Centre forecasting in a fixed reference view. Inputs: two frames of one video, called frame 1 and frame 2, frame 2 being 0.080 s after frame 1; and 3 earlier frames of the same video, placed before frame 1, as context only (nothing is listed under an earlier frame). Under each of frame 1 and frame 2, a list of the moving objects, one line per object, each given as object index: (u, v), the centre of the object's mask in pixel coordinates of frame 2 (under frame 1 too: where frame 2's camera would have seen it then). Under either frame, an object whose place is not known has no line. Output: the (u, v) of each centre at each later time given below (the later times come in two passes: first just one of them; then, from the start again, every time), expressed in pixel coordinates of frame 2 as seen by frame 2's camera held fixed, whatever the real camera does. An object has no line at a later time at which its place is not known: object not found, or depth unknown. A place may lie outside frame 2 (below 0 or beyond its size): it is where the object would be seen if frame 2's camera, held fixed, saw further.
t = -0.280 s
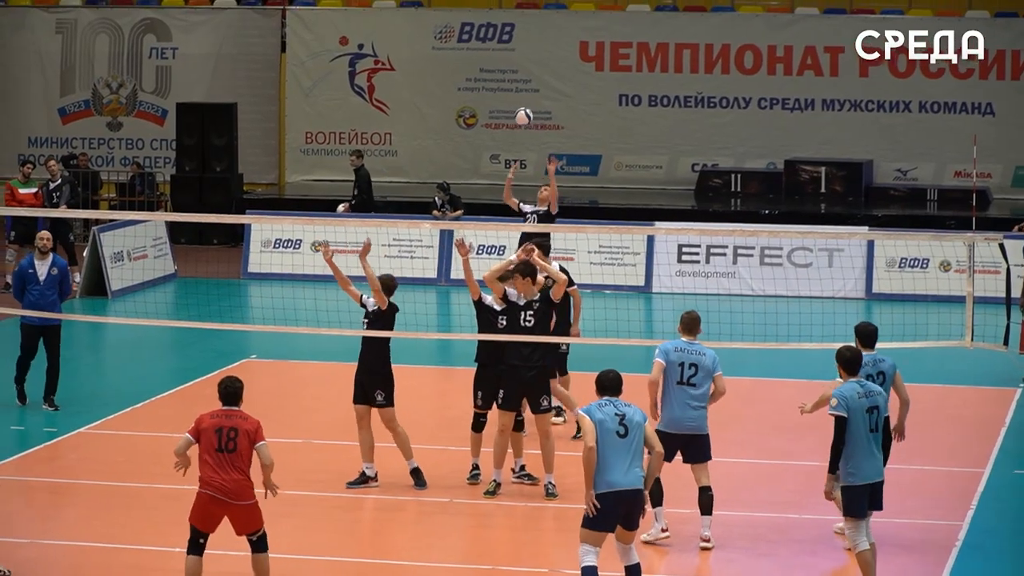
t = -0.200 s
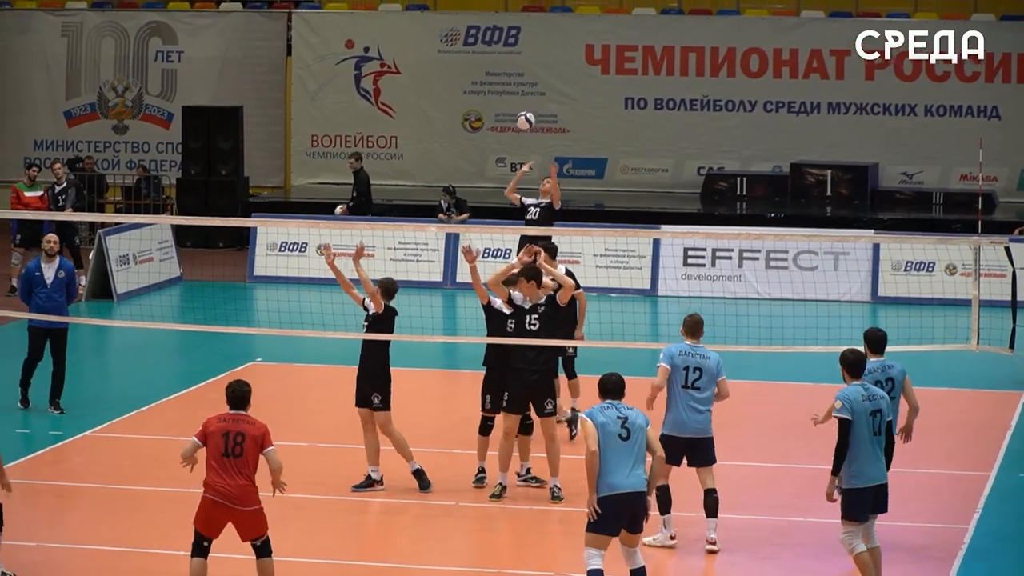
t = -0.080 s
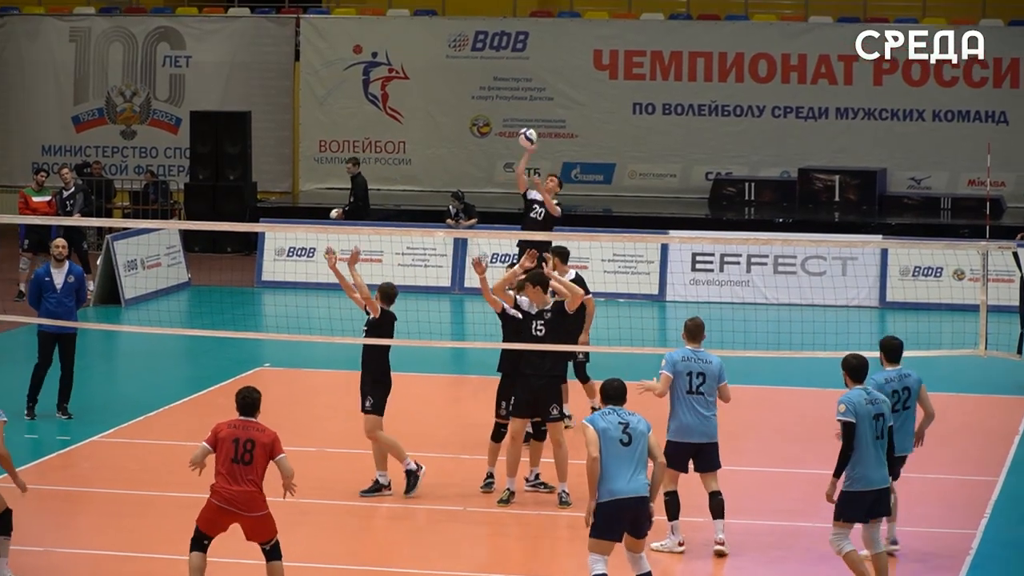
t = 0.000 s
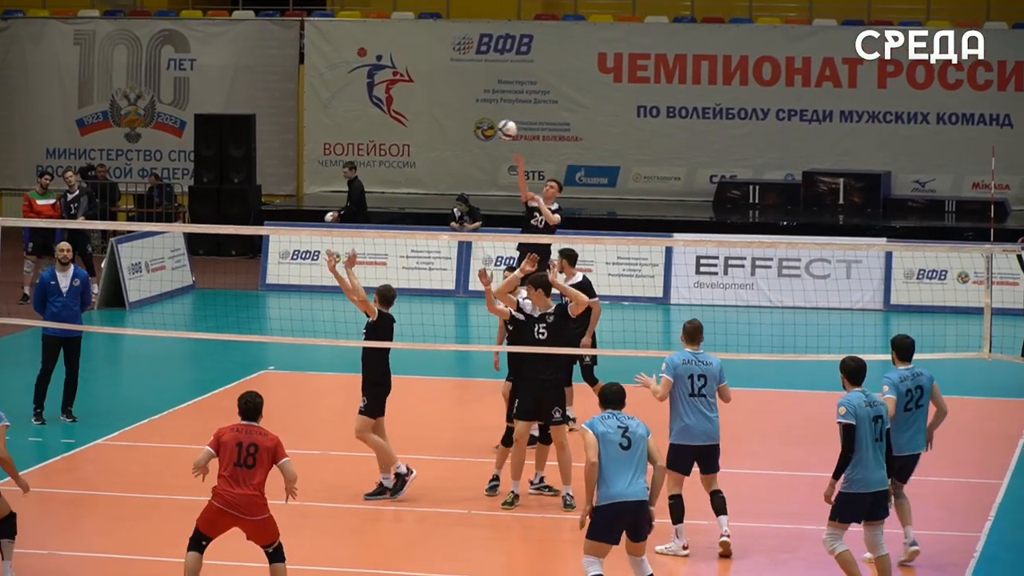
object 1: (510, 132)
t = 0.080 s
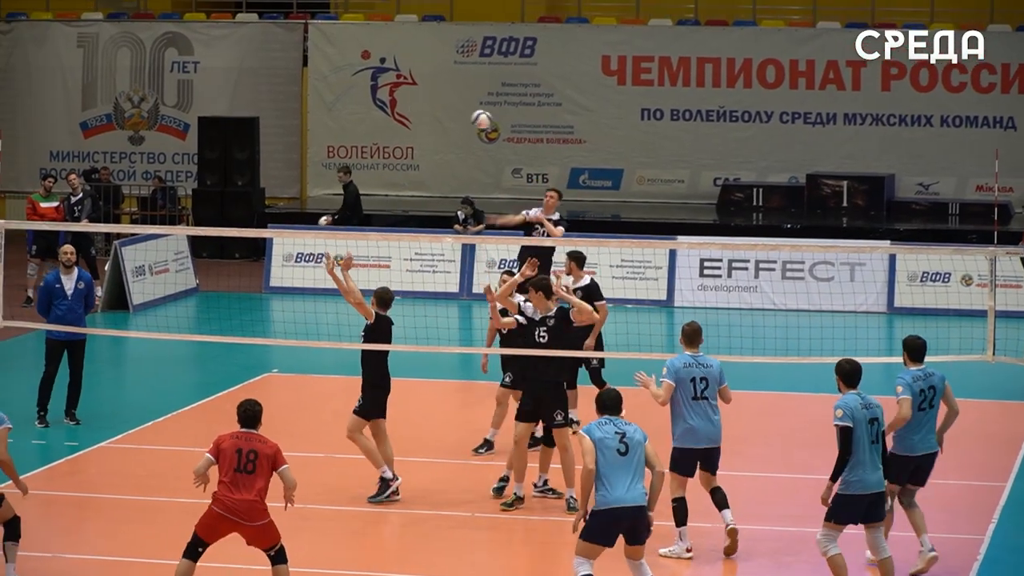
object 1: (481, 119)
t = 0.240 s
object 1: (422, 110)
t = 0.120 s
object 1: (467, 115)
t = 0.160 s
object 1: (453, 112)
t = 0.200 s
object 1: (438, 110)
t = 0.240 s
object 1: (422, 110)
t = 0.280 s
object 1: (406, 113)
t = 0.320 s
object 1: (389, 117)
